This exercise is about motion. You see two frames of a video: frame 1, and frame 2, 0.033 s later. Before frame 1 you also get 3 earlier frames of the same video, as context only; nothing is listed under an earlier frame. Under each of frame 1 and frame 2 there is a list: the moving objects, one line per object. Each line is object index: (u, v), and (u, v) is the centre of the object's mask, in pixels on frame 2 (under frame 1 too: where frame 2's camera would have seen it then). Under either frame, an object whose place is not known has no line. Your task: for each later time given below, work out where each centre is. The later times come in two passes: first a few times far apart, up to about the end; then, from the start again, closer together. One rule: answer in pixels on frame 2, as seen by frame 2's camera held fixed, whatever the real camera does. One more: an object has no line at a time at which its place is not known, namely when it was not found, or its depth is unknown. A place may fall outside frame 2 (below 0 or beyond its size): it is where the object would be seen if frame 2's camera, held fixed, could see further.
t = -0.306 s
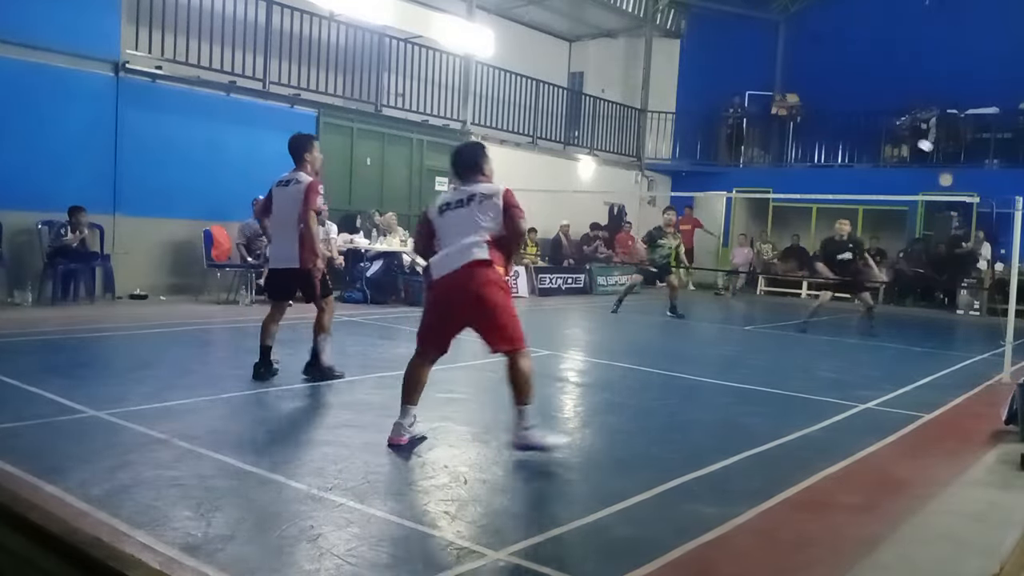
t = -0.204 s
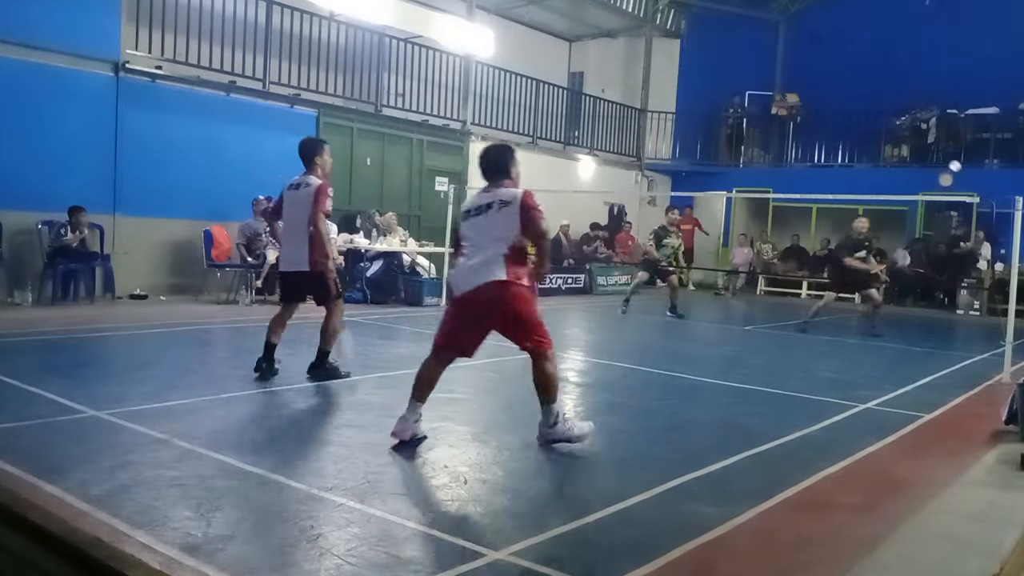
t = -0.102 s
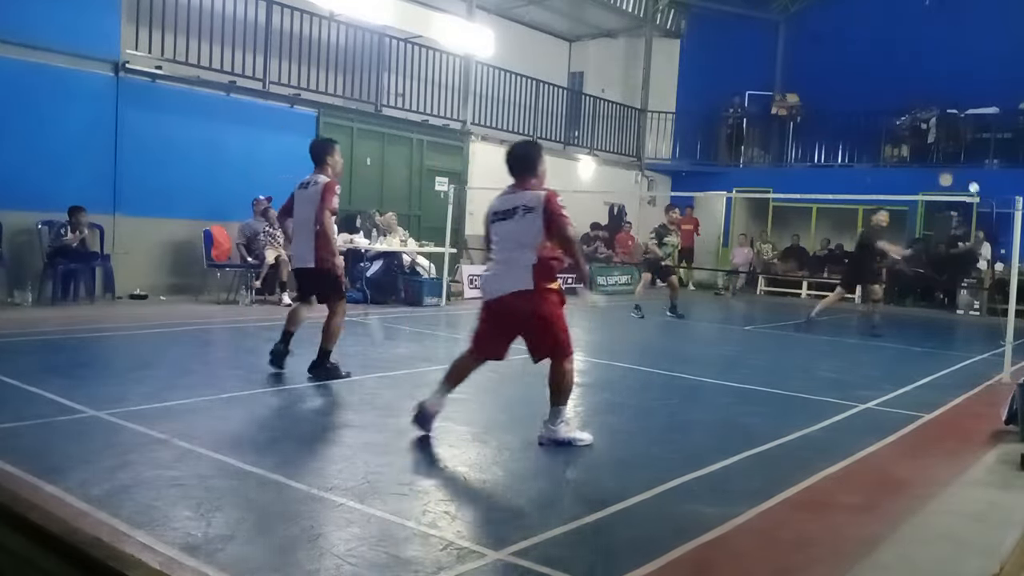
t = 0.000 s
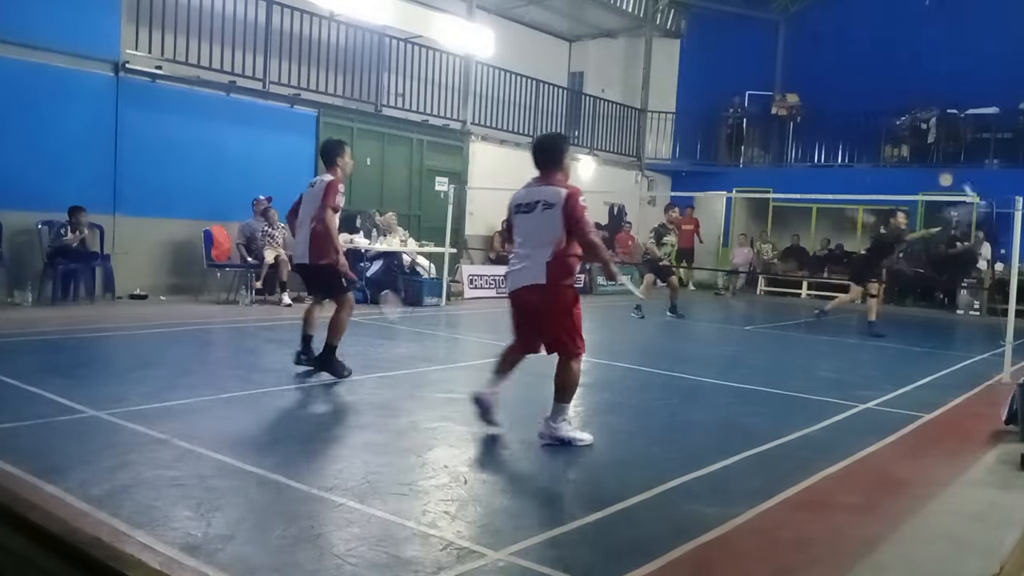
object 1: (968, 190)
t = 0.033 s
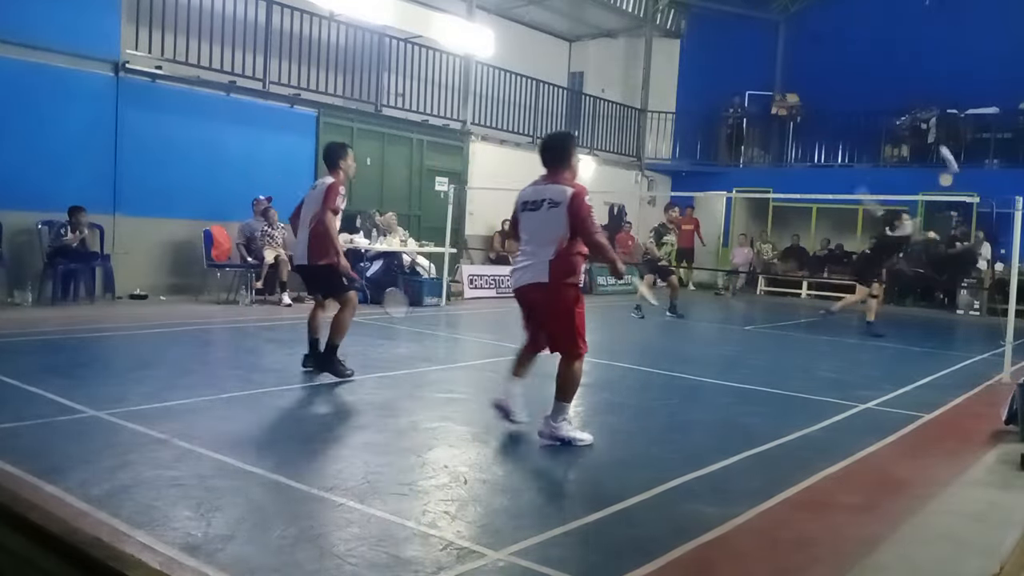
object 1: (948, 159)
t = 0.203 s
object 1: (853, 58)
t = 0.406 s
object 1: (771, 17)
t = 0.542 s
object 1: (724, 25)
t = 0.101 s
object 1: (903, 109)
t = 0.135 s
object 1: (885, 89)
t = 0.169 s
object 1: (868, 73)
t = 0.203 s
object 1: (853, 58)
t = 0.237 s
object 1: (839, 46)
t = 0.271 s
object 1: (824, 37)
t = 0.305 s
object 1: (810, 29)
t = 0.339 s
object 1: (796, 23)
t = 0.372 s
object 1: (784, 19)
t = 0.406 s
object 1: (771, 17)
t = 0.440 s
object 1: (759, 16)
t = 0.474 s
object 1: (747, 17)
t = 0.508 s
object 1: (735, 20)
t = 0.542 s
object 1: (724, 25)
